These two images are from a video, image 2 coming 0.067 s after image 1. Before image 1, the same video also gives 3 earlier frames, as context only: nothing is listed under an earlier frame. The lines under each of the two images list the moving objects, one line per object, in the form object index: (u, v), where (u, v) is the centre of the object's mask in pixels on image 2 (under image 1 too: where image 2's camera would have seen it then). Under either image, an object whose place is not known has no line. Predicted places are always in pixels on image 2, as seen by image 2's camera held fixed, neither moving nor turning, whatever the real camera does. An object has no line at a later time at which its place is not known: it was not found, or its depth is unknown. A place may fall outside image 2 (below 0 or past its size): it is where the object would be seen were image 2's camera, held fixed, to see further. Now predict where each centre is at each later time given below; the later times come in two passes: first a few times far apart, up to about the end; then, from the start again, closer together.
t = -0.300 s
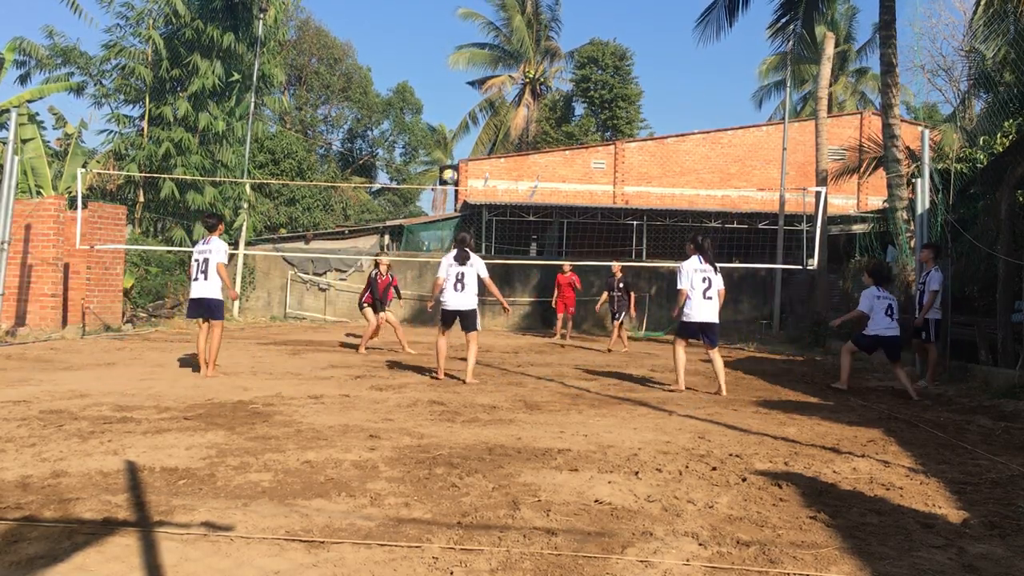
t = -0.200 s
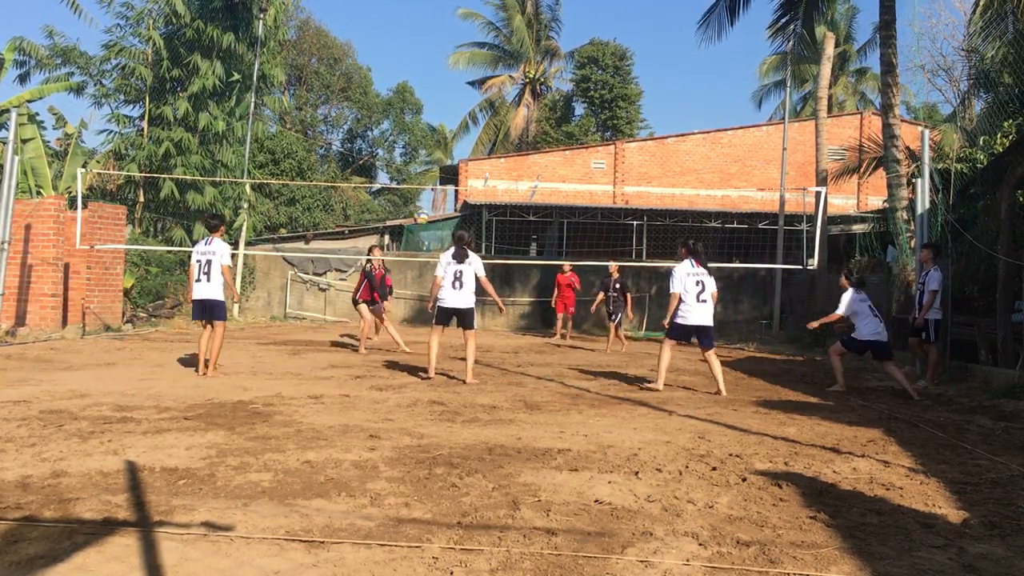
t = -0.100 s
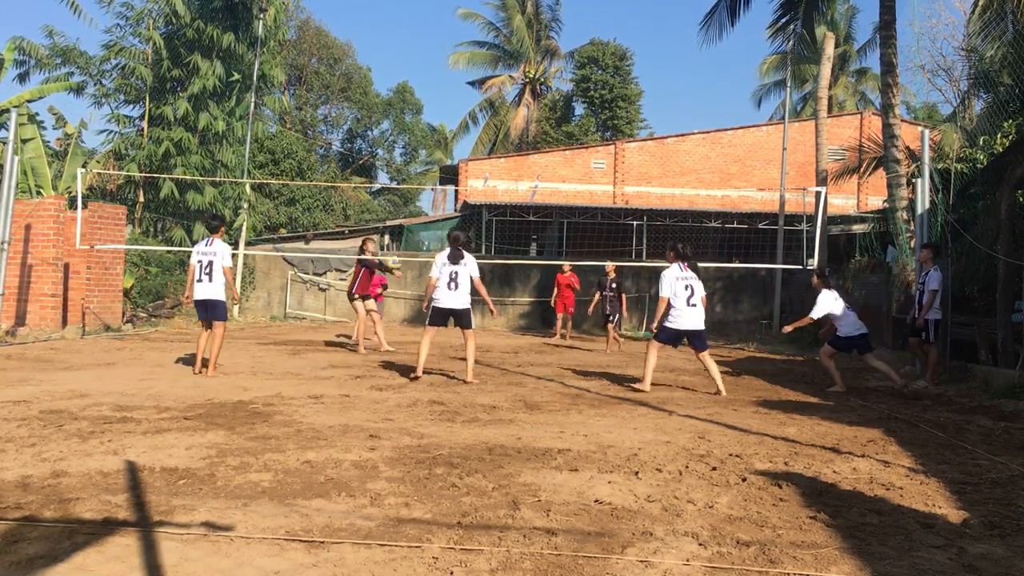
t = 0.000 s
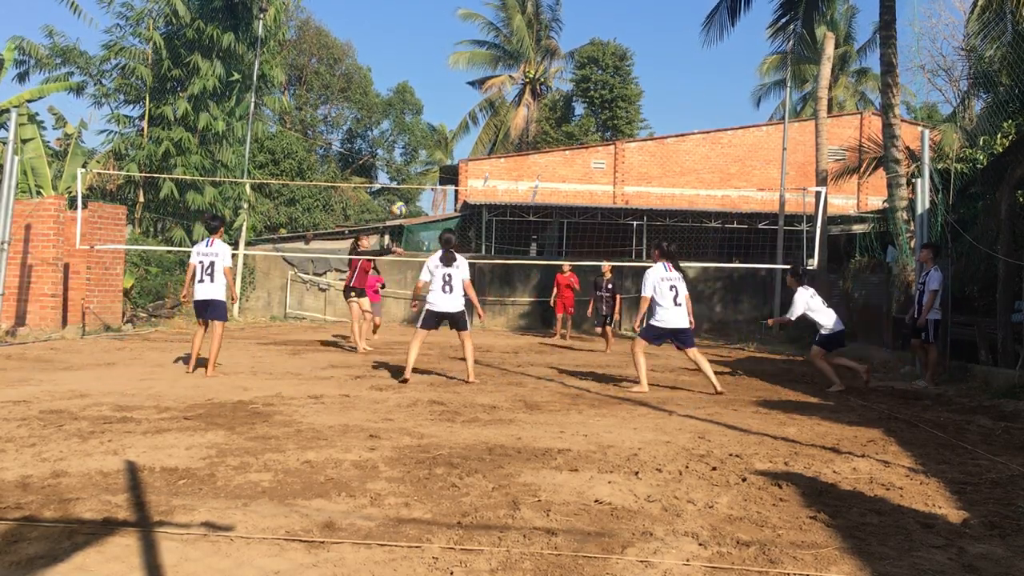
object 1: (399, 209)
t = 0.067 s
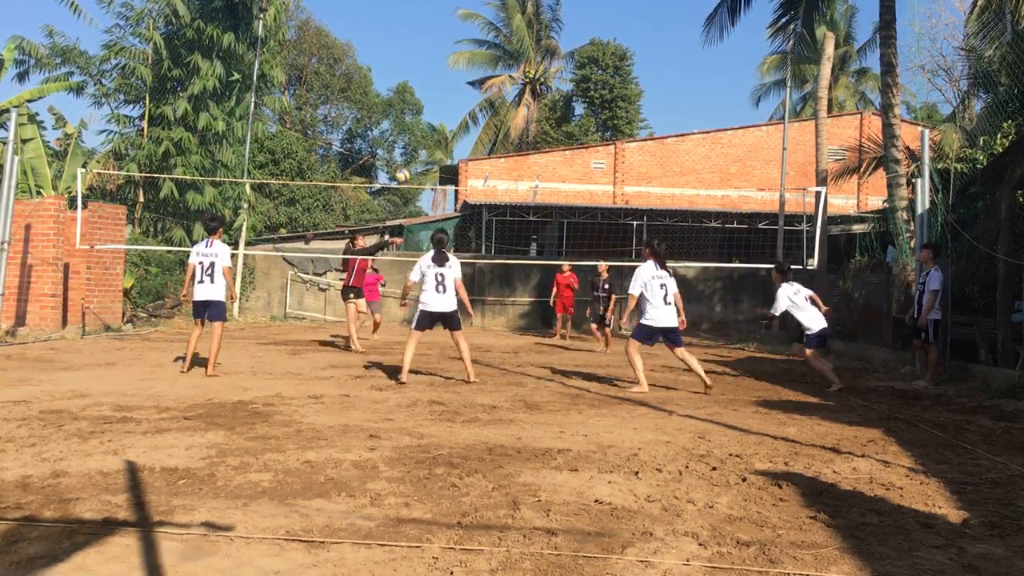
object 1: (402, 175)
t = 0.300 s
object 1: (413, 86)
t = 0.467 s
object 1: (419, 49)
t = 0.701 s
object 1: (426, 28)
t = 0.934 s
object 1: (432, 43)
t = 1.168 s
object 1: (435, 93)
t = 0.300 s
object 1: (413, 86)
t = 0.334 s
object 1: (414, 78)
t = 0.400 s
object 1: (417, 62)
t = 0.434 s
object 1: (418, 55)
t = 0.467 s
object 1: (419, 49)
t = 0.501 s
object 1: (420, 44)
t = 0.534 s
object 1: (422, 39)
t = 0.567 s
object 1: (422, 35)
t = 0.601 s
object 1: (424, 32)
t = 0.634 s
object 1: (425, 30)
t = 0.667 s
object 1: (426, 28)
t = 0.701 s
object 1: (426, 28)
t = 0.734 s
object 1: (427, 28)
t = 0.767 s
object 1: (428, 28)
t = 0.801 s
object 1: (429, 30)
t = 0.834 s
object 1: (429, 32)
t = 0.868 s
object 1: (430, 35)
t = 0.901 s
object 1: (430, 39)
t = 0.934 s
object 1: (432, 43)
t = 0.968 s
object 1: (432, 49)
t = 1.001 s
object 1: (433, 54)
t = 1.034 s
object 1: (433, 60)
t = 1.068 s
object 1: (434, 68)
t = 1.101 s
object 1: (434, 76)
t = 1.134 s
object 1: (435, 84)
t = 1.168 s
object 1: (435, 93)
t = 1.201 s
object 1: (435, 102)
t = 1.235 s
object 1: (436, 113)
